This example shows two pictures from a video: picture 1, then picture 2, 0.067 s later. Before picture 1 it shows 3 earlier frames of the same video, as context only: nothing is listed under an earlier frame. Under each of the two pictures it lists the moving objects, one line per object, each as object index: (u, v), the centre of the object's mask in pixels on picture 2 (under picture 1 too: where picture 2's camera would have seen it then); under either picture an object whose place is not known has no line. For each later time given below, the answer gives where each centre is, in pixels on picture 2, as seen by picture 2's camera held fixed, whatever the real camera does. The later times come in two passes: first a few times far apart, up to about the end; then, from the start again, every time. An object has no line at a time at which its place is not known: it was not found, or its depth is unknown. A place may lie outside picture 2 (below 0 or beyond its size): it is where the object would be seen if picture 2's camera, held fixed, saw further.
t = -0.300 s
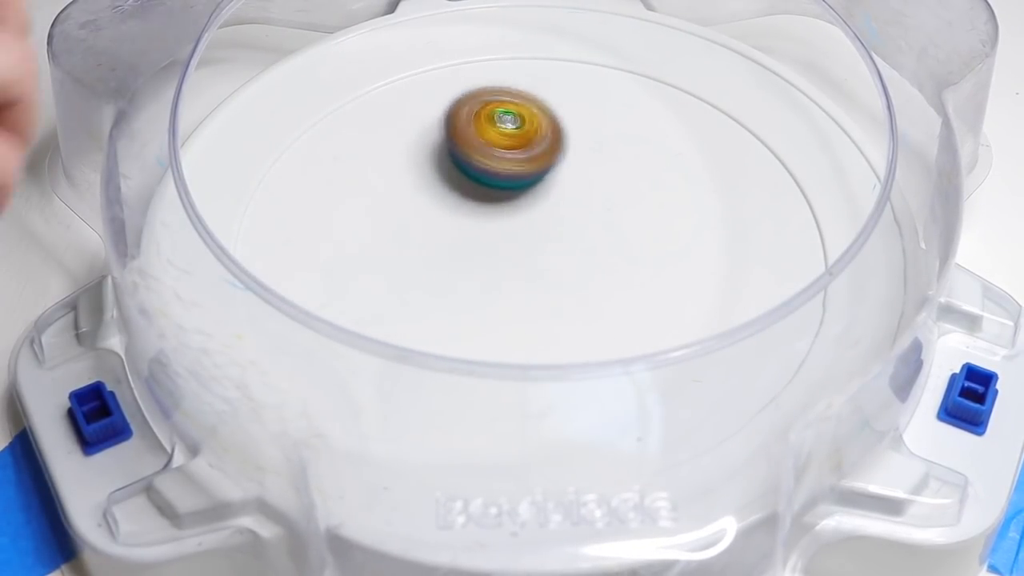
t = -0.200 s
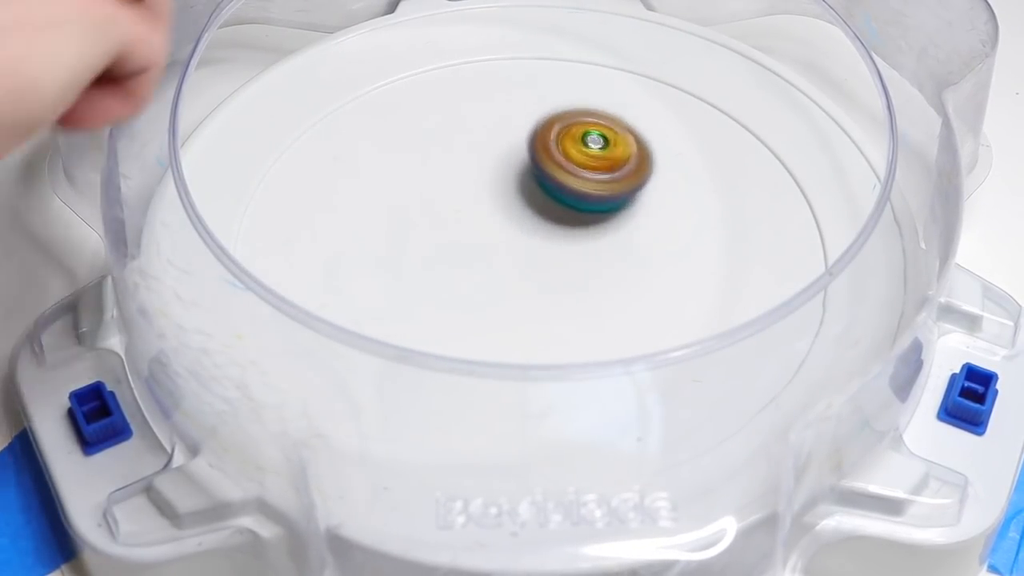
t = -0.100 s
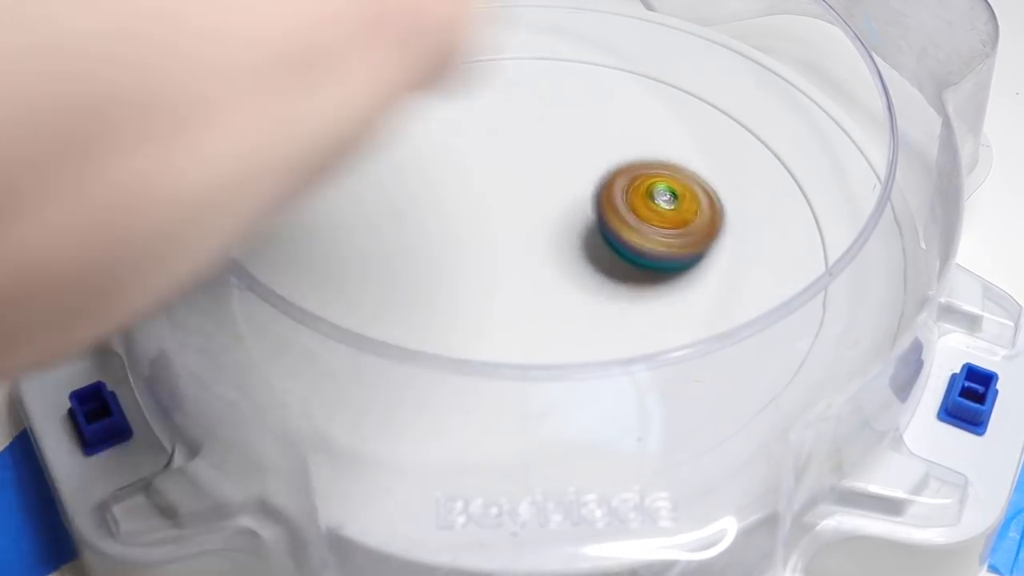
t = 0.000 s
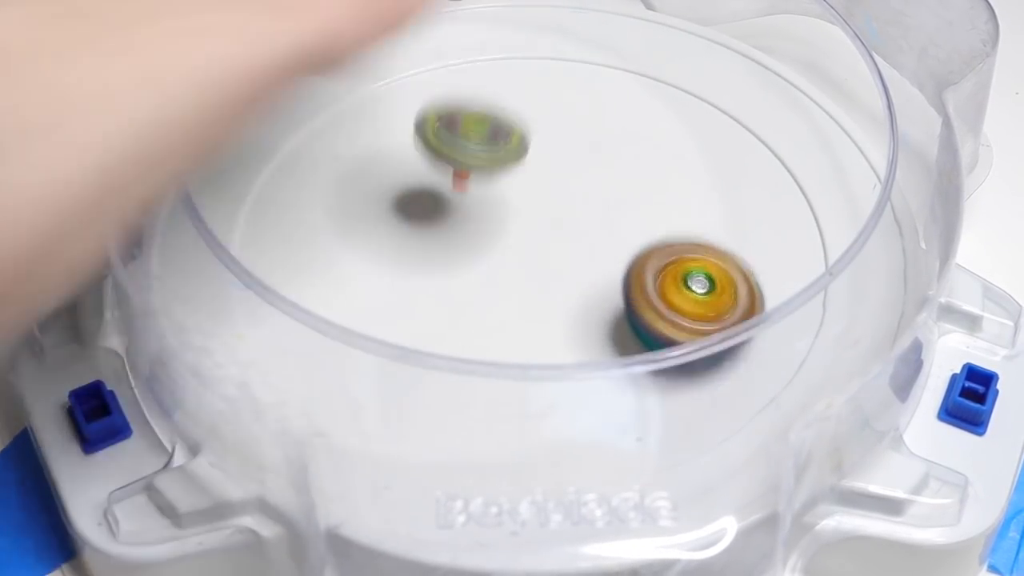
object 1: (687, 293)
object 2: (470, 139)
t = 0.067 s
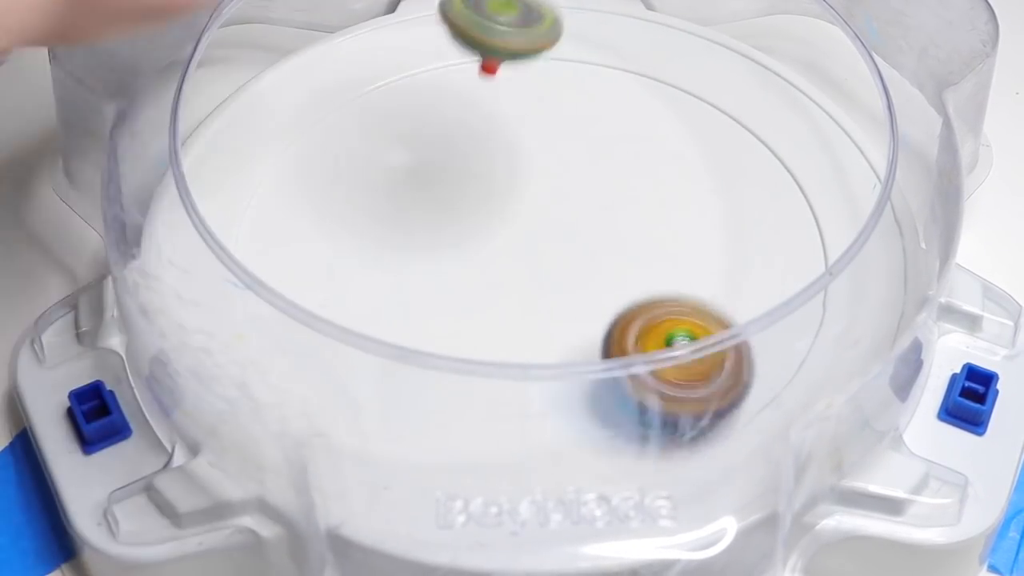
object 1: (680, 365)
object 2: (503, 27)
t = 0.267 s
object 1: (413, 416)
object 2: (578, 122)
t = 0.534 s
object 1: (282, 153)
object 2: (555, 202)
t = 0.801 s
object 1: (543, 113)
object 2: (500, 257)
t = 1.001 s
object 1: (679, 220)
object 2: (527, 201)
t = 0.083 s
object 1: (666, 388)
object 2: (514, 18)
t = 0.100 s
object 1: (655, 414)
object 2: (523, 13)
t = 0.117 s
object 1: (639, 422)
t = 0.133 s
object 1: (619, 430)
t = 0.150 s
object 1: (603, 432)
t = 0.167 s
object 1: (581, 435)
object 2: (552, 19)
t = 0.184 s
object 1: (553, 436)
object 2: (556, 27)
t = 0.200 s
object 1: (528, 436)
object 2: (560, 44)
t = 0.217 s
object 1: (500, 435)
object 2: (566, 71)
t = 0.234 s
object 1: (472, 431)
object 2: (571, 104)
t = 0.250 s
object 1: (440, 426)
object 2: (576, 137)
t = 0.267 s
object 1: (413, 416)
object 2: (578, 122)
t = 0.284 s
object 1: (386, 407)
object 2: (580, 104)
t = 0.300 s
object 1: (356, 395)
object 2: (581, 93)
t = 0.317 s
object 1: (338, 370)
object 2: (581, 86)
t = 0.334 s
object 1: (319, 353)
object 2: (582, 84)
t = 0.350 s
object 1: (301, 333)
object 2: (582, 87)
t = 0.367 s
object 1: (287, 315)
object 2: (582, 95)
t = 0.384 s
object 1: (278, 292)
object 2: (581, 109)
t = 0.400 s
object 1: (267, 277)
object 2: (579, 129)
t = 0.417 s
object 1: (260, 259)
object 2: (578, 152)
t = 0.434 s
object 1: (258, 239)
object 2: (575, 186)
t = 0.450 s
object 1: (263, 220)
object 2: (574, 188)
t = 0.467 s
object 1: (260, 207)
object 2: (571, 180)
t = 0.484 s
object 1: (260, 193)
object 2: (568, 178)
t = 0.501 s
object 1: (264, 180)
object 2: (564, 180)
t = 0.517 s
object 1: (272, 166)
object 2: (560, 188)
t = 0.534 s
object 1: (282, 153)
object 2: (555, 202)
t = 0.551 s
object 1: (293, 142)
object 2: (550, 221)
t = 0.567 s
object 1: (305, 132)
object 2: (545, 236)
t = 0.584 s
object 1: (318, 124)
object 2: (541, 228)
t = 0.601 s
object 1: (333, 115)
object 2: (536, 223)
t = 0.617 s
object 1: (349, 109)
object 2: (530, 222)
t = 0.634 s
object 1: (366, 103)
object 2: (525, 228)
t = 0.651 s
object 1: (383, 100)
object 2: (519, 238)
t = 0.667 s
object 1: (400, 97)
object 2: (513, 253)
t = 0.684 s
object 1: (418, 96)
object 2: (510, 251)
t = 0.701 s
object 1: (437, 95)
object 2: (507, 249)
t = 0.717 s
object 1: (455, 96)
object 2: (505, 252)
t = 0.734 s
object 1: (473, 97)
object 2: (502, 258)
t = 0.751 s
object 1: (492, 100)
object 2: (501, 257)
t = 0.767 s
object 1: (509, 103)
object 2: (500, 258)
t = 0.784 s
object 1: (526, 107)
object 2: (500, 258)
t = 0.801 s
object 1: (543, 113)
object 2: (500, 257)
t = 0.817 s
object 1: (559, 117)
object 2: (500, 255)
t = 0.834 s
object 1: (574, 125)
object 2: (501, 253)
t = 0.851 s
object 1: (590, 132)
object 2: (503, 250)
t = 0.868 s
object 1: (604, 139)
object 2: (505, 247)
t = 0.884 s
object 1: (618, 148)
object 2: (507, 243)
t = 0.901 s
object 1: (630, 156)
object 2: (510, 238)
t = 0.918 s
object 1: (641, 166)
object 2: (513, 233)
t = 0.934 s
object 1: (651, 176)
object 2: (515, 227)
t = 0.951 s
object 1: (660, 186)
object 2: (519, 221)
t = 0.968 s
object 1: (668, 198)
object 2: (522, 215)
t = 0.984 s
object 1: (674, 208)
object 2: (525, 208)
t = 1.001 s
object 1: (679, 220)
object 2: (527, 201)
